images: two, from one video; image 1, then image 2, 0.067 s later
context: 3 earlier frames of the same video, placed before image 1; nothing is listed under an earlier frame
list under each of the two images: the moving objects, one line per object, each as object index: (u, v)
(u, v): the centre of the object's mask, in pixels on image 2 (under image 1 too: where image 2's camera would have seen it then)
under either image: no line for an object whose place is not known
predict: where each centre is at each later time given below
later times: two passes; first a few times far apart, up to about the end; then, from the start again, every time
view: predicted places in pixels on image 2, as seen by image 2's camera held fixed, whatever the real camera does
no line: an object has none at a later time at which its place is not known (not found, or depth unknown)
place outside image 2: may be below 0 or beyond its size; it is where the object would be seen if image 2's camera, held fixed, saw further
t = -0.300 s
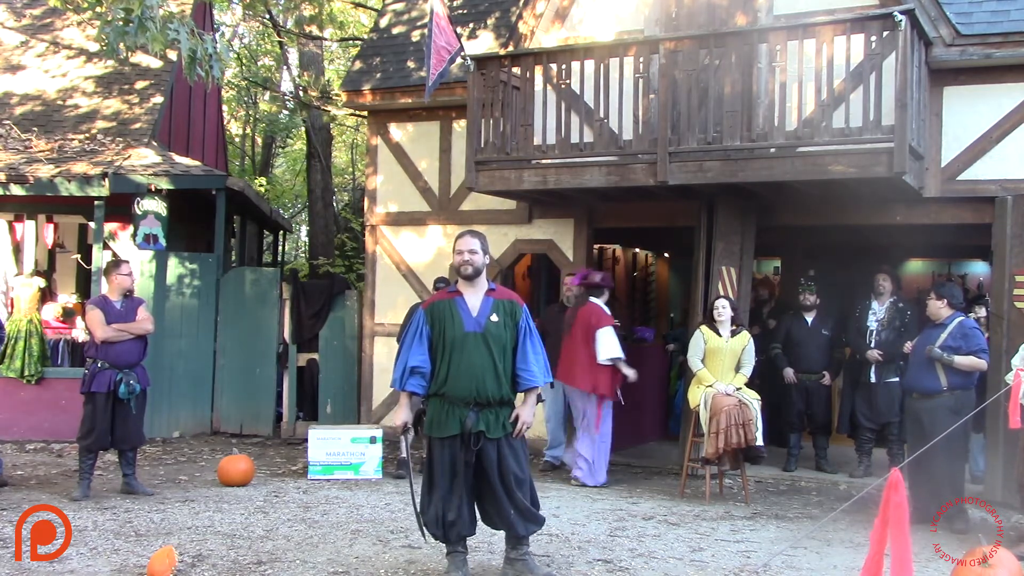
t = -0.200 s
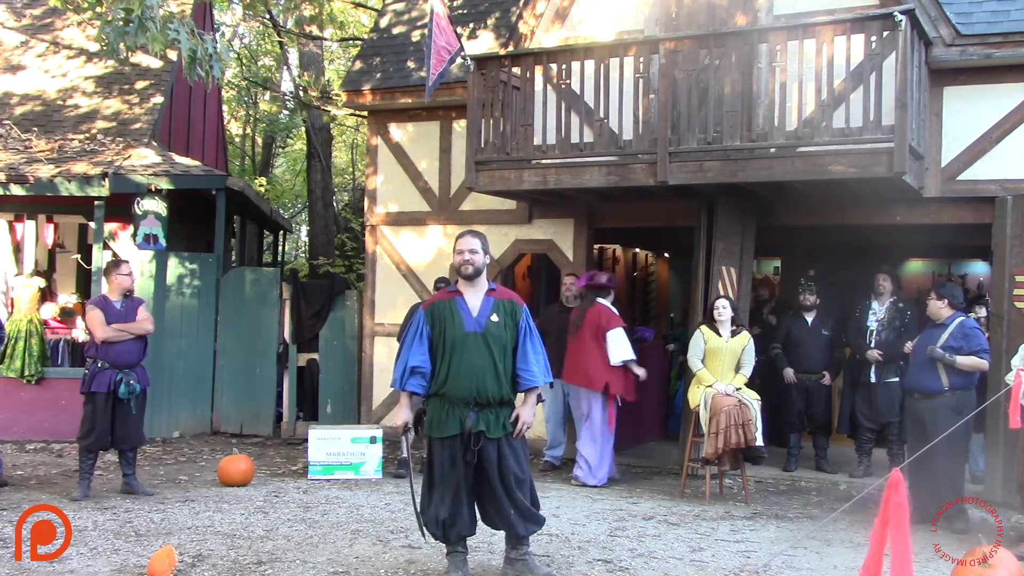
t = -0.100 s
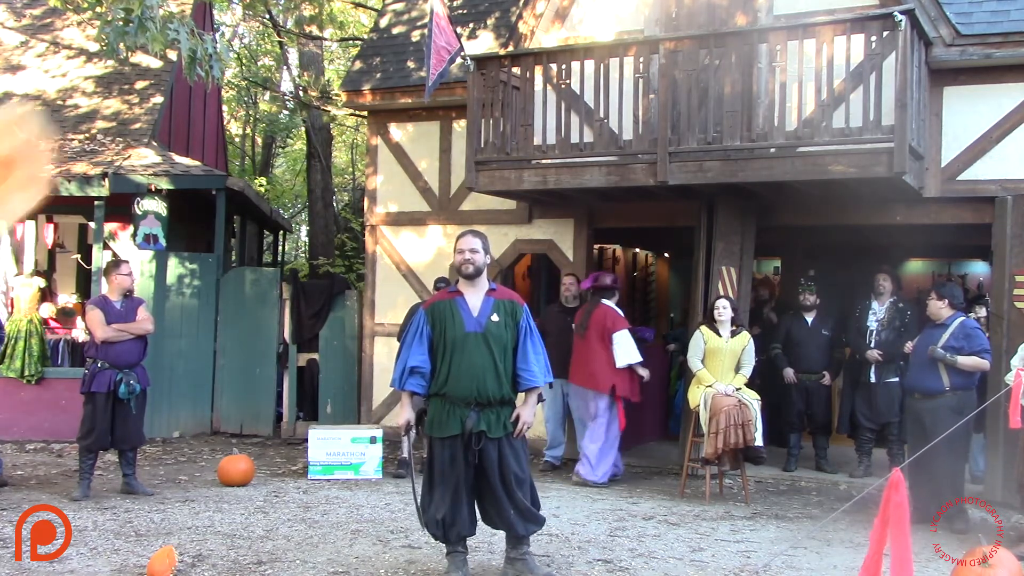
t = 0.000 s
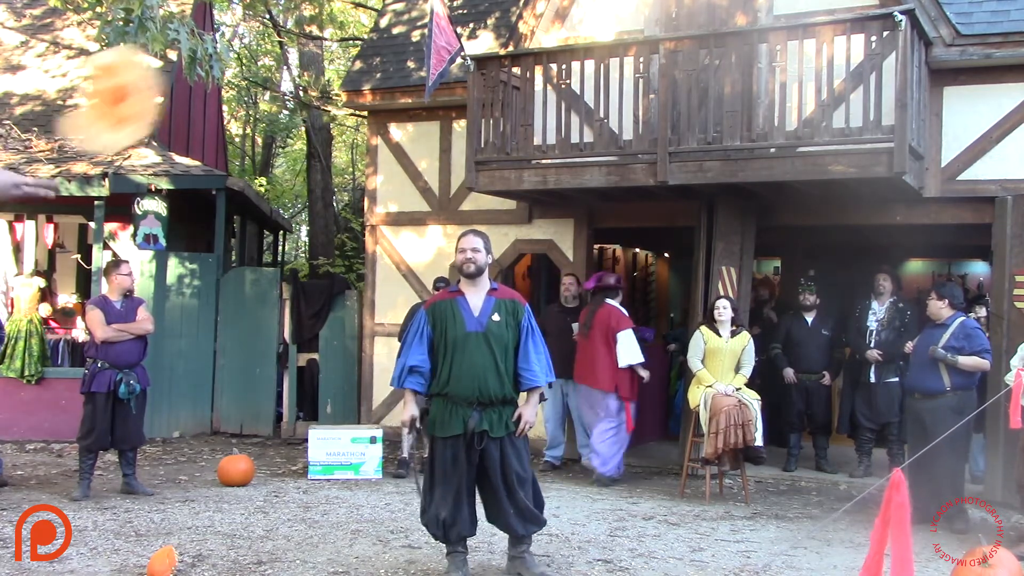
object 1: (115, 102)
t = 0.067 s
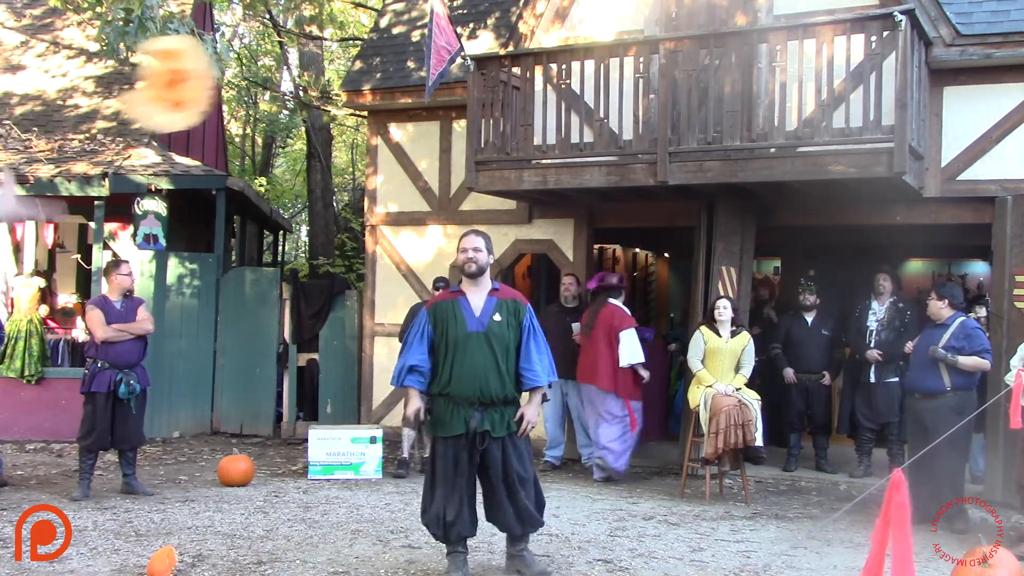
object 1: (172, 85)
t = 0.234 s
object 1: (278, 112)
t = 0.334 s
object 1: (324, 161)
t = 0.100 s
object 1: (195, 83)
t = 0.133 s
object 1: (218, 86)
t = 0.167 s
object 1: (239, 92)
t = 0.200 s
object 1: (260, 102)
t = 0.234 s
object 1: (278, 112)
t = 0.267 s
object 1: (295, 128)
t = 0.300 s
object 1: (309, 144)
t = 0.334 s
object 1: (324, 161)
